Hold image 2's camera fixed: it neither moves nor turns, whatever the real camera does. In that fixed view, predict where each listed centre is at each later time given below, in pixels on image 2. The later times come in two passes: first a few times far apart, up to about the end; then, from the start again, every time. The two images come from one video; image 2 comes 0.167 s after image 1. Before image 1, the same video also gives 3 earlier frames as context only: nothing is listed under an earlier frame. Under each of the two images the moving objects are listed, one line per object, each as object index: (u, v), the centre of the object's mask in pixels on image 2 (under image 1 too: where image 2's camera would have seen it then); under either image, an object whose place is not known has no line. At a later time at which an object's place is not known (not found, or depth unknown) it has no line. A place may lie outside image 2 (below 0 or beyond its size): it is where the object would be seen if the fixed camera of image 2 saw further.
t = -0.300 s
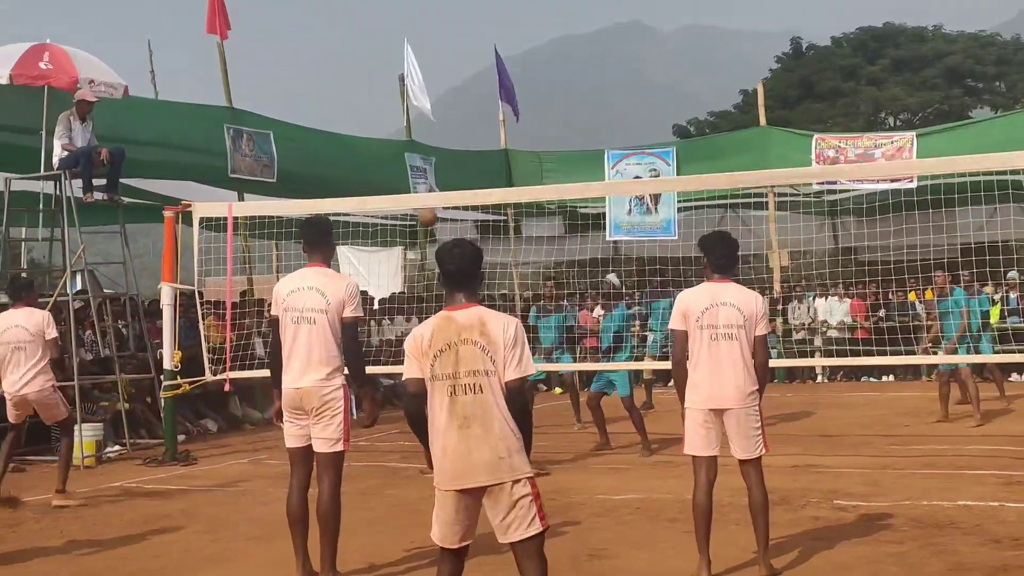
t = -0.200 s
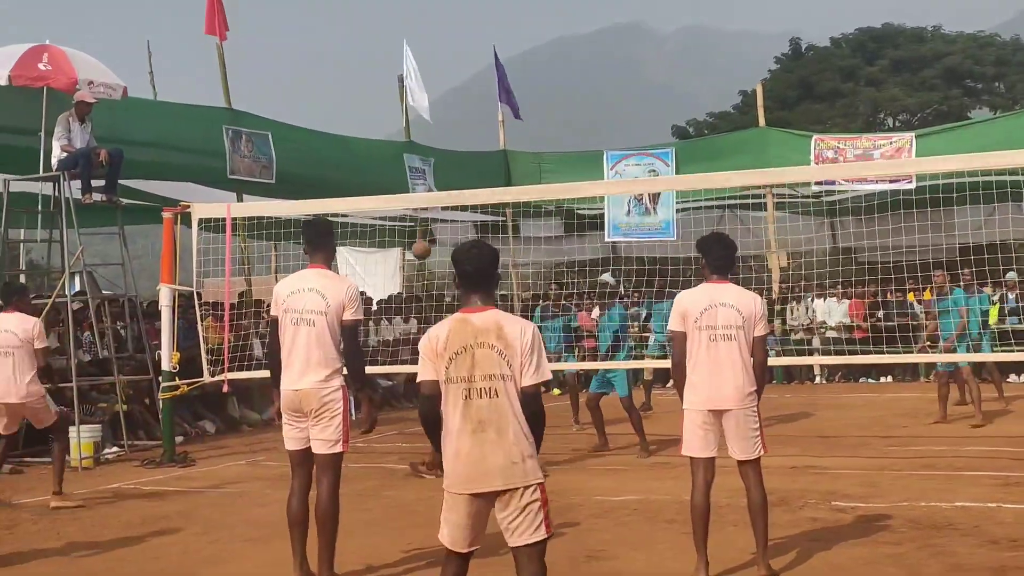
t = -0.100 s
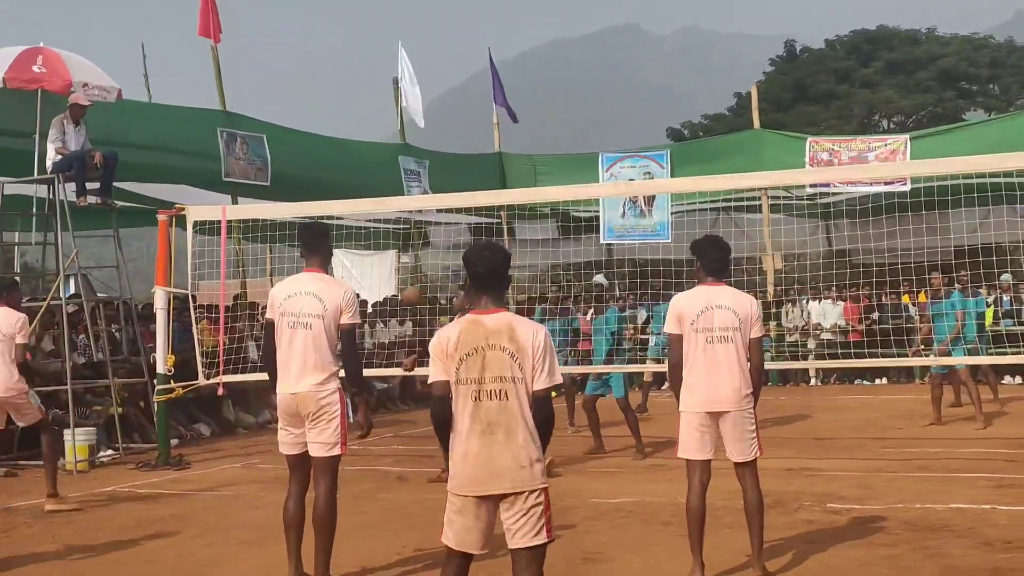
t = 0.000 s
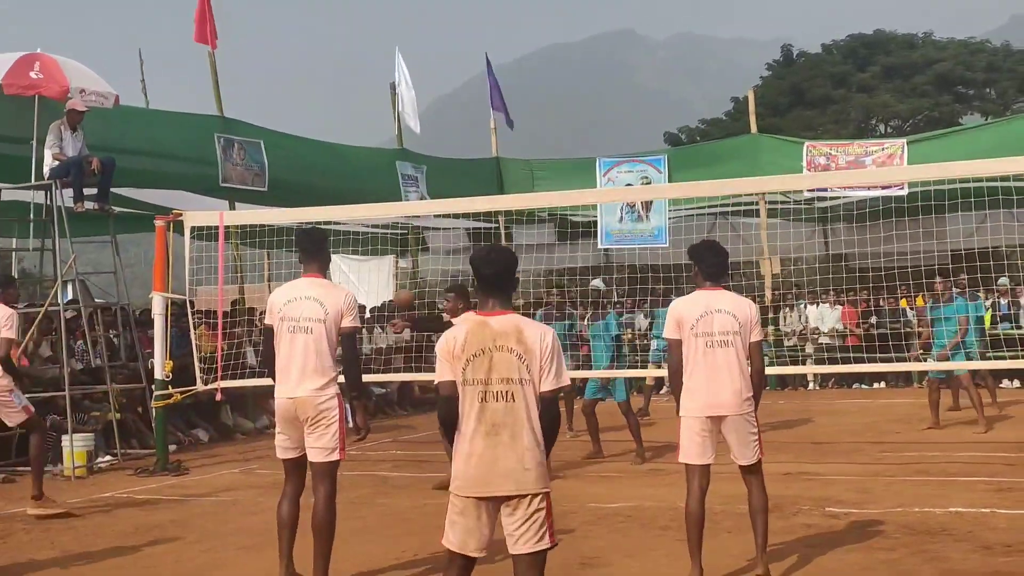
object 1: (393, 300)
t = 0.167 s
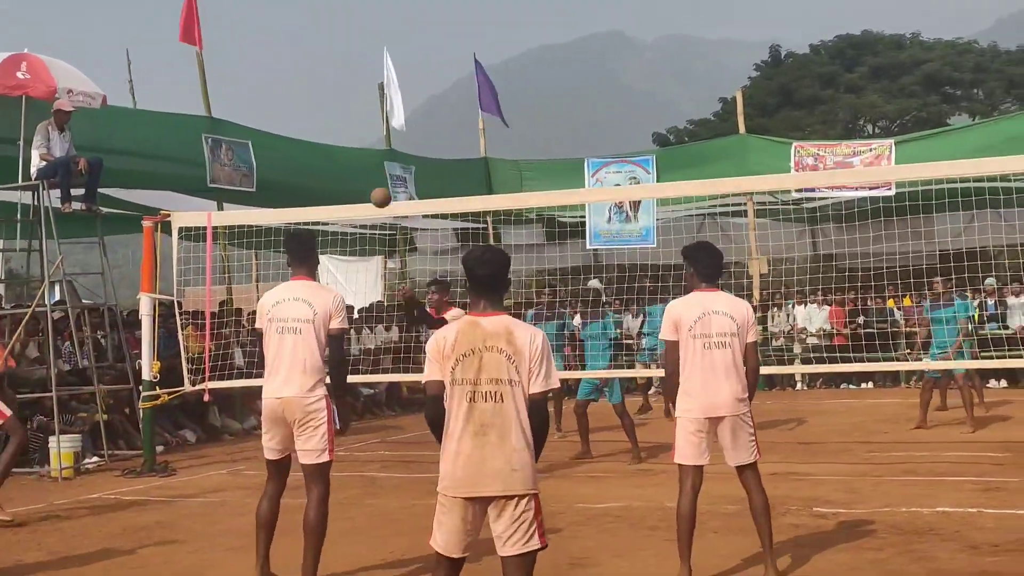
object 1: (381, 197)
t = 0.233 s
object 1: (377, 164)
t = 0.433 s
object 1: (364, 94)
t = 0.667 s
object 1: (351, 77)
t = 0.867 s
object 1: (341, 127)
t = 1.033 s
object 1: (333, 223)
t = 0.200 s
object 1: (378, 179)
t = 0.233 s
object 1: (377, 164)
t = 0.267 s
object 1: (376, 149)
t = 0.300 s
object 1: (373, 136)
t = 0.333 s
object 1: (371, 124)
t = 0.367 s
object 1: (369, 112)
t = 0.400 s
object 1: (366, 103)
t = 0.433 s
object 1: (364, 94)
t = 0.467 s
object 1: (362, 87)
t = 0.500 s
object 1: (360, 81)
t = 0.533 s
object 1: (358, 77)
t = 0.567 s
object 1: (356, 75)
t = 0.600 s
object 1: (354, 74)
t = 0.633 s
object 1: (352, 74)
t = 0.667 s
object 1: (351, 77)
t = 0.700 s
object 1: (349, 81)
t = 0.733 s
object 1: (347, 86)
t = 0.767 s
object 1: (346, 94)
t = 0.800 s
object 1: (344, 103)
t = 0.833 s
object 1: (343, 114)
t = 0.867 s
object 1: (341, 127)
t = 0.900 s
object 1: (339, 142)
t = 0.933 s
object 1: (338, 159)
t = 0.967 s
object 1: (335, 178)
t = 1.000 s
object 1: (333, 200)
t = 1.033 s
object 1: (333, 223)
